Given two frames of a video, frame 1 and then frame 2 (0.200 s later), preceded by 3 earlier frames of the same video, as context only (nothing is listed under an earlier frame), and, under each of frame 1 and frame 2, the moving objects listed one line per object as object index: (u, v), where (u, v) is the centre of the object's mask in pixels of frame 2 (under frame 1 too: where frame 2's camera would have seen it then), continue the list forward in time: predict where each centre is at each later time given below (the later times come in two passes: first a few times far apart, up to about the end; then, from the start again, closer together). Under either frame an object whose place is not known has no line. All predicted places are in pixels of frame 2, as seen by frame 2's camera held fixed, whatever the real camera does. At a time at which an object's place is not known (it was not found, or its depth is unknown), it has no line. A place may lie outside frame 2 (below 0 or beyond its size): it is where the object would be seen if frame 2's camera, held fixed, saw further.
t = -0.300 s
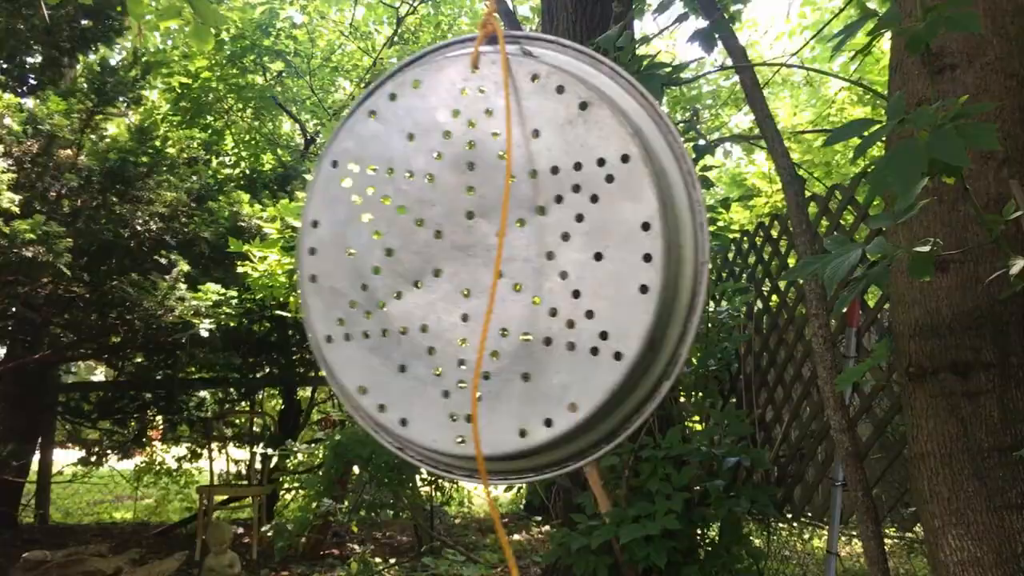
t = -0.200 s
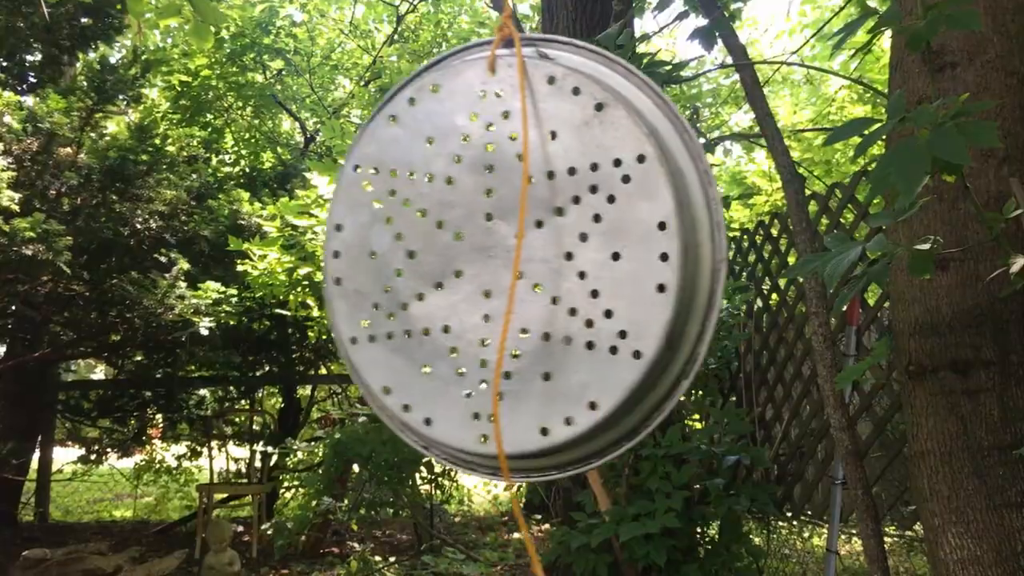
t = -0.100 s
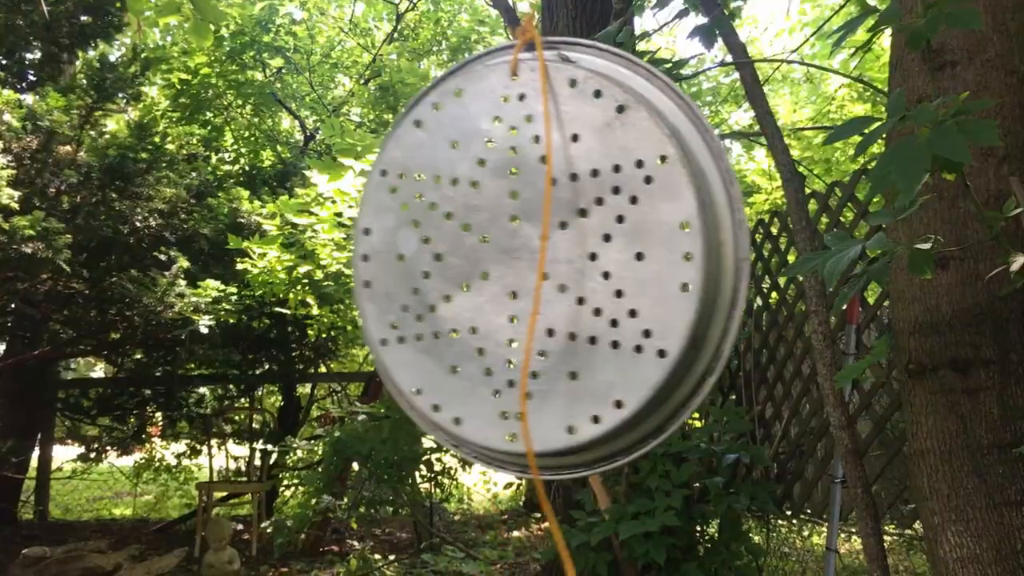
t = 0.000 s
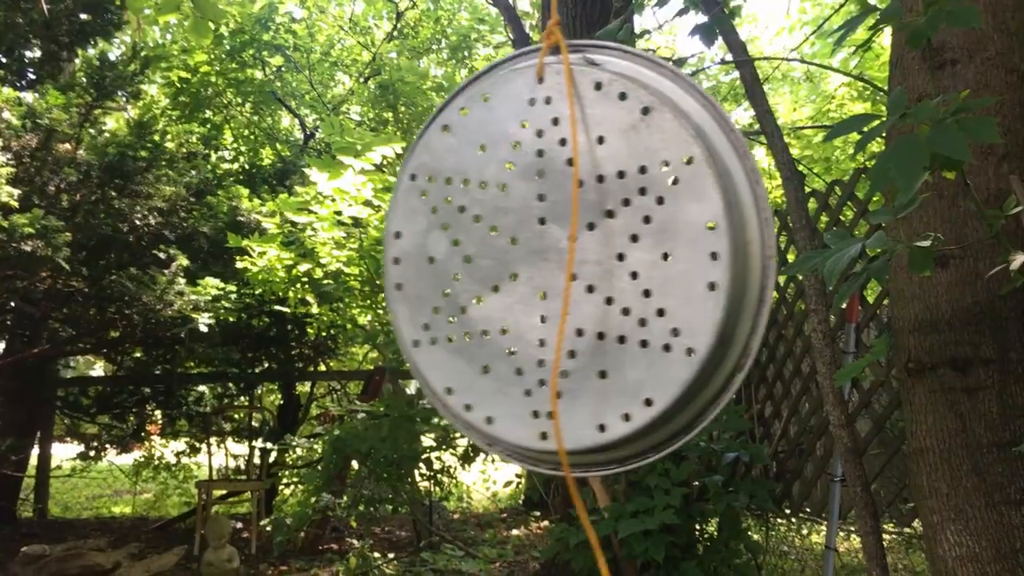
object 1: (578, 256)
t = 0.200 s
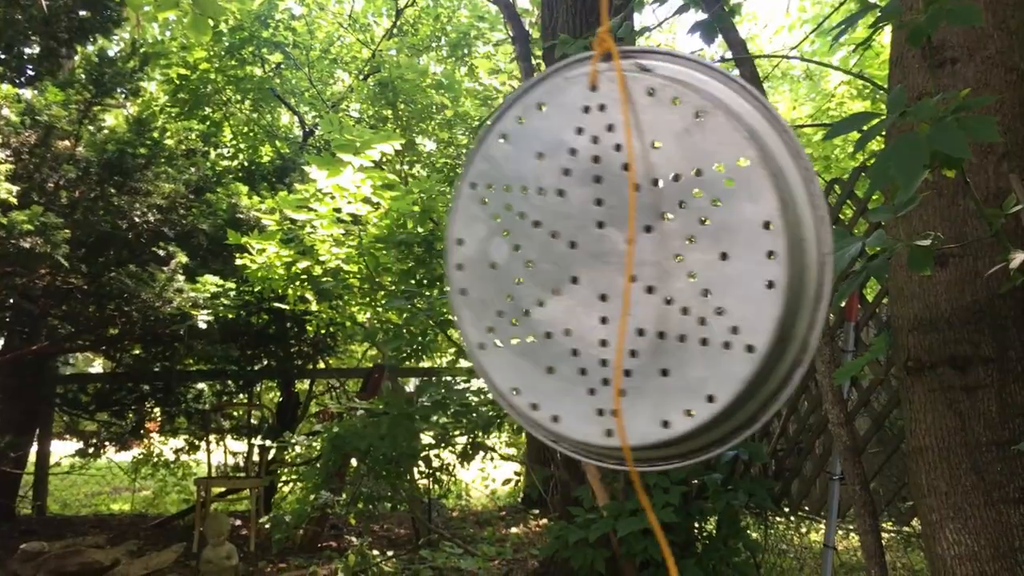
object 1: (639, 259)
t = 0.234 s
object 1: (649, 259)
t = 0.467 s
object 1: (704, 260)
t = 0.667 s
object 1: (727, 259)
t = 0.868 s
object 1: (723, 259)
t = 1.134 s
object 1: (679, 258)
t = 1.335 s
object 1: (625, 257)
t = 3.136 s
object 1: (686, 257)
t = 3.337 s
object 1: (672, 254)
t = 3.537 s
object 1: (636, 251)
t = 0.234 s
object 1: (649, 259)
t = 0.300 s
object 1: (668, 260)
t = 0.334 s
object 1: (676, 259)
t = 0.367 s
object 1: (684, 259)
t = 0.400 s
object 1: (691, 260)
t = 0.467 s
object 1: (704, 260)
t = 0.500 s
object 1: (709, 260)
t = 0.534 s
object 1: (714, 260)
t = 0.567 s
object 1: (719, 260)
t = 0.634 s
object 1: (725, 260)
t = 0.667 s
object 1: (727, 259)
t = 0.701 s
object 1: (728, 259)
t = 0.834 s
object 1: (726, 259)
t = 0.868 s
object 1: (723, 259)
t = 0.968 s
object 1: (712, 259)
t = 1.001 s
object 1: (706, 259)
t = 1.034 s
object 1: (701, 259)
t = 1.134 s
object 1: (679, 258)
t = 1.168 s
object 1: (671, 258)
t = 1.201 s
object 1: (662, 258)
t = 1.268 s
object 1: (644, 257)
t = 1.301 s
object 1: (635, 257)
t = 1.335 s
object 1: (625, 257)
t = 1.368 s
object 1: (616, 256)
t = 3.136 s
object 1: (686, 257)
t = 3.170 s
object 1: (685, 256)
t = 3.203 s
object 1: (685, 256)
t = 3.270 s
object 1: (680, 255)
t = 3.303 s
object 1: (677, 254)
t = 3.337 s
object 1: (672, 254)
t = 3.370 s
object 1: (668, 252)
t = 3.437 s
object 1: (657, 251)
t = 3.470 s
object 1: (650, 252)
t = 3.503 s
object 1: (644, 251)
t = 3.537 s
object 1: (636, 251)
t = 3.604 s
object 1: (619, 250)
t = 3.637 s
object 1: (611, 252)
